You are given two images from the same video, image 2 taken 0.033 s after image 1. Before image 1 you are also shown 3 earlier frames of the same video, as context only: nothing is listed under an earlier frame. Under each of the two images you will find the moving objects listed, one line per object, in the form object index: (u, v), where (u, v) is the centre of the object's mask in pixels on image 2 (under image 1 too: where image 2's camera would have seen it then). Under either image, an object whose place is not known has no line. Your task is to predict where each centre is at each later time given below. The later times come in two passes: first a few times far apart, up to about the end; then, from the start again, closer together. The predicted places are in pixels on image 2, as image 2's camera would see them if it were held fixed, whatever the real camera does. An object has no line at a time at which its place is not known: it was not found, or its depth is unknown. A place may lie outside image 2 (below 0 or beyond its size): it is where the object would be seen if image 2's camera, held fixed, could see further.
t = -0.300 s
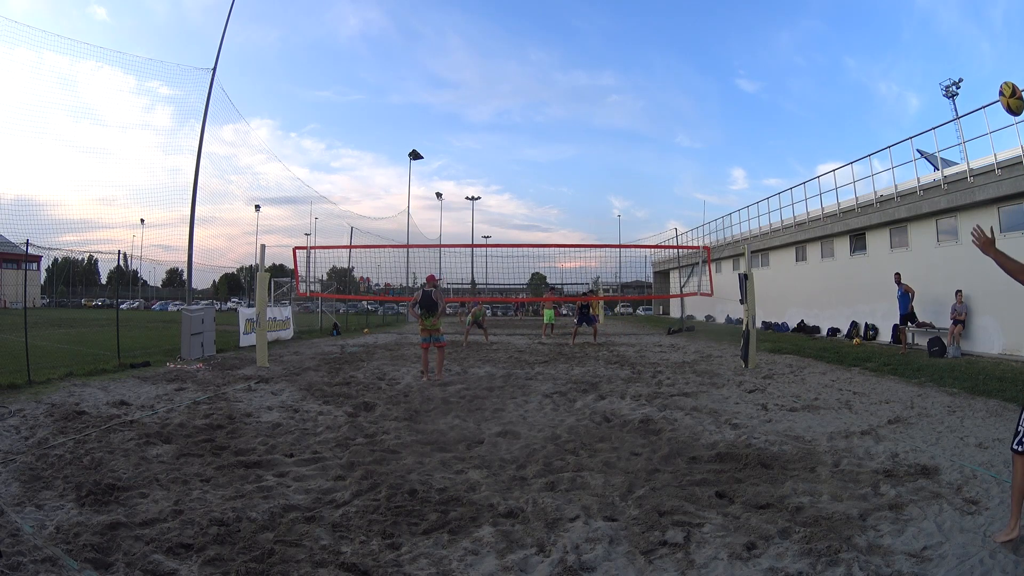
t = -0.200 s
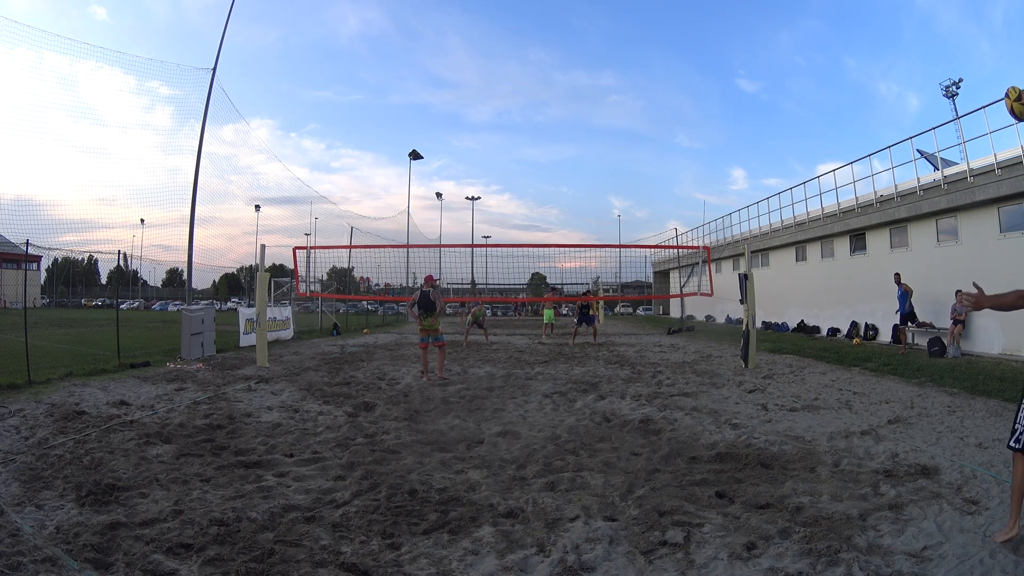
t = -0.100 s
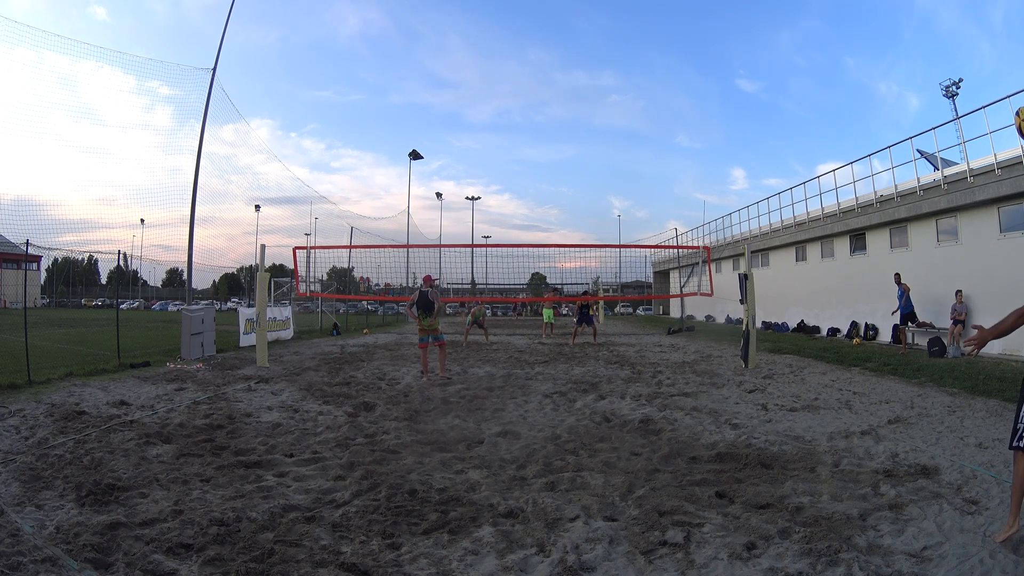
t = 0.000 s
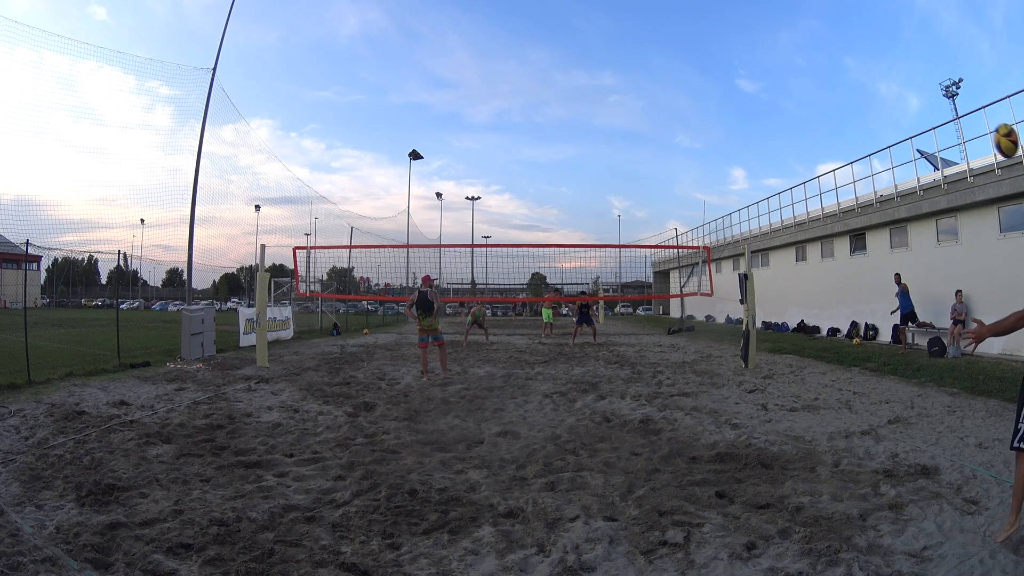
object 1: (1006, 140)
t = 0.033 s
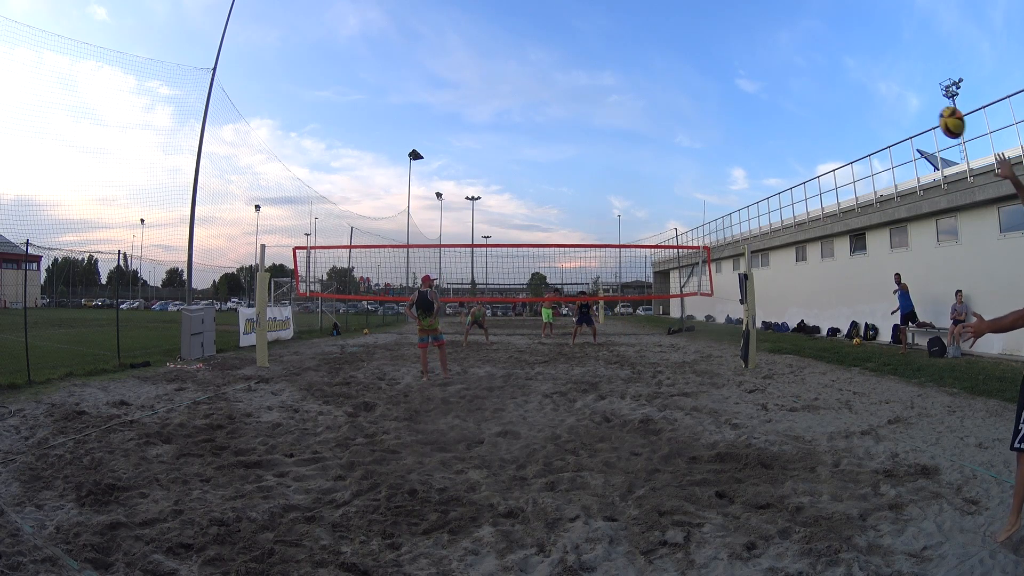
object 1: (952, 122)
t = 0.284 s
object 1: (665, 103)
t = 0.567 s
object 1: (538, 154)
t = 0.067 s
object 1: (899, 110)
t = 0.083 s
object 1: (874, 105)
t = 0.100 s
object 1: (850, 102)
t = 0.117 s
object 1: (827, 99)
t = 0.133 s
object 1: (806, 98)
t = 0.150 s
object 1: (786, 97)
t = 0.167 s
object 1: (767, 96)
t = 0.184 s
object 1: (749, 96)
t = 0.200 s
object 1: (733, 96)
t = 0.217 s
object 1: (717, 97)
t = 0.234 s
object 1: (703, 99)
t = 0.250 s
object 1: (689, 100)
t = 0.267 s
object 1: (676, 102)
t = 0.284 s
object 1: (665, 103)
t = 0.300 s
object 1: (653, 106)
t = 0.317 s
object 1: (643, 108)
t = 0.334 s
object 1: (633, 111)
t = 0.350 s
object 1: (624, 113)
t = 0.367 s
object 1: (615, 116)
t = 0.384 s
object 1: (607, 119)
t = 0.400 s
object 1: (599, 122)
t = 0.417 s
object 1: (591, 125)
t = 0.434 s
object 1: (584, 128)
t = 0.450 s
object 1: (577, 131)
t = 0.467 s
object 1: (571, 134)
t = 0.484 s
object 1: (565, 137)
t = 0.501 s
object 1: (559, 140)
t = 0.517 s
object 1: (553, 144)
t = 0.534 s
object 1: (548, 147)
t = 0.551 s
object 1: (543, 150)
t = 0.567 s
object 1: (538, 154)
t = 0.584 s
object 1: (533, 157)
